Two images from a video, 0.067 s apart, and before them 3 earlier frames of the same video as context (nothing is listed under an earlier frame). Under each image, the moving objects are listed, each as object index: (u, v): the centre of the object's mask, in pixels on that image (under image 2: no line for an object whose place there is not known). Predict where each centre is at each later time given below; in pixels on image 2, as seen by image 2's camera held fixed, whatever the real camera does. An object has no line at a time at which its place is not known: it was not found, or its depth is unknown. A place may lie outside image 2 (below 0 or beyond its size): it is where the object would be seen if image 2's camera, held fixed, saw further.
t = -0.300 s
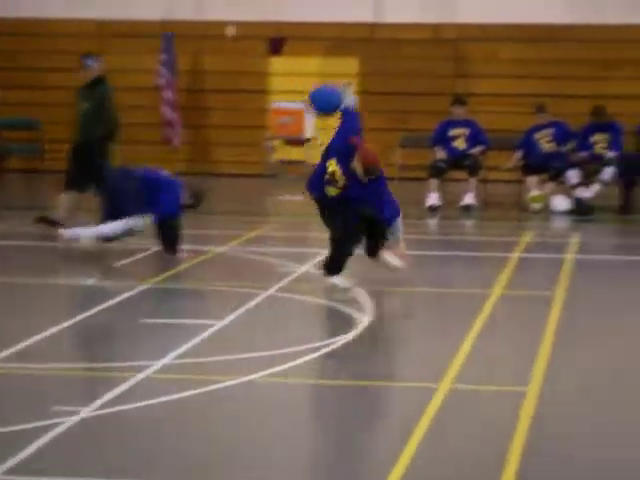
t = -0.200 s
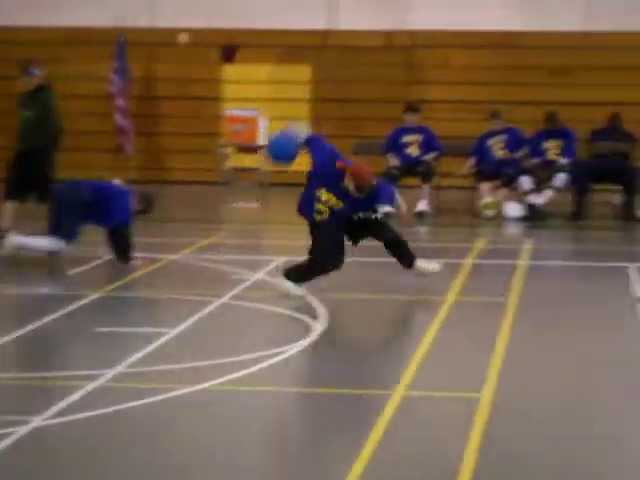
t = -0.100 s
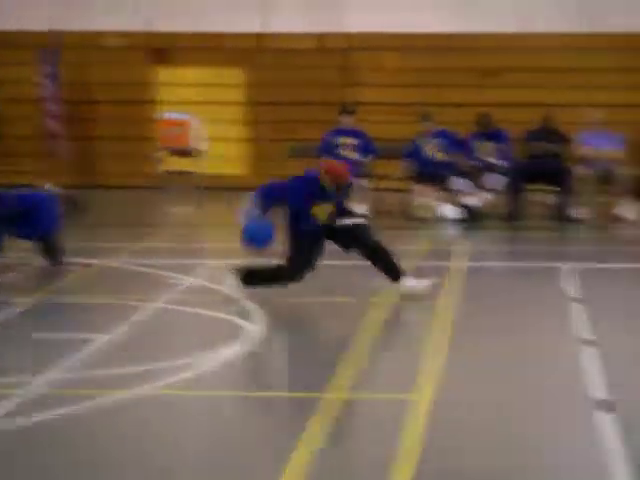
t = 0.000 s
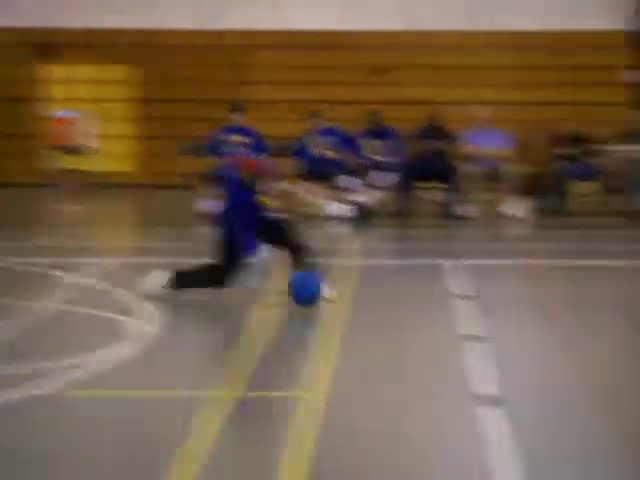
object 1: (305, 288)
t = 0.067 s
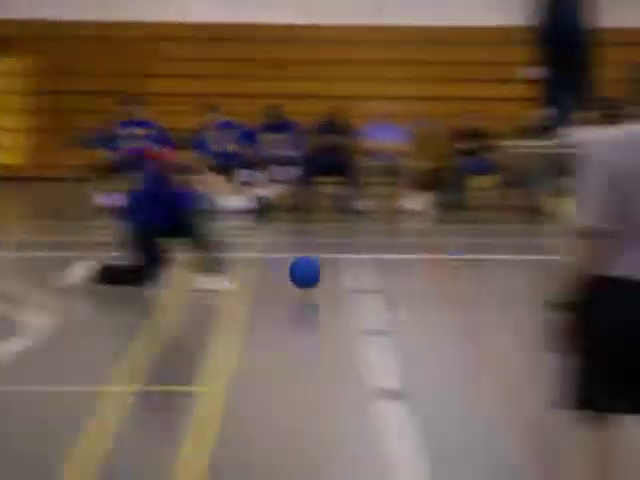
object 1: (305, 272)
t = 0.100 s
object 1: (354, 269)
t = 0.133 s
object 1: (403, 267)
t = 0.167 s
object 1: (452, 267)
